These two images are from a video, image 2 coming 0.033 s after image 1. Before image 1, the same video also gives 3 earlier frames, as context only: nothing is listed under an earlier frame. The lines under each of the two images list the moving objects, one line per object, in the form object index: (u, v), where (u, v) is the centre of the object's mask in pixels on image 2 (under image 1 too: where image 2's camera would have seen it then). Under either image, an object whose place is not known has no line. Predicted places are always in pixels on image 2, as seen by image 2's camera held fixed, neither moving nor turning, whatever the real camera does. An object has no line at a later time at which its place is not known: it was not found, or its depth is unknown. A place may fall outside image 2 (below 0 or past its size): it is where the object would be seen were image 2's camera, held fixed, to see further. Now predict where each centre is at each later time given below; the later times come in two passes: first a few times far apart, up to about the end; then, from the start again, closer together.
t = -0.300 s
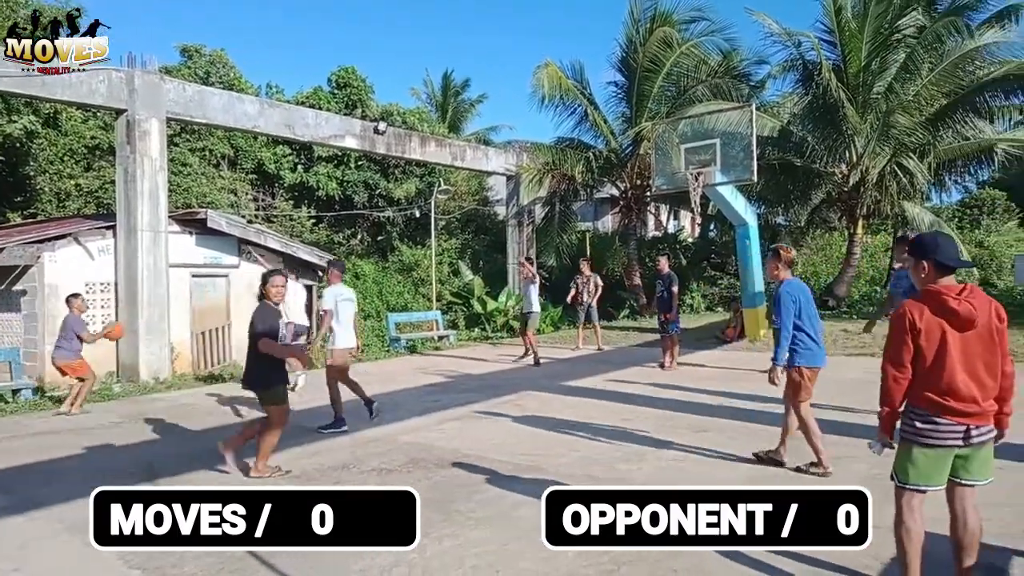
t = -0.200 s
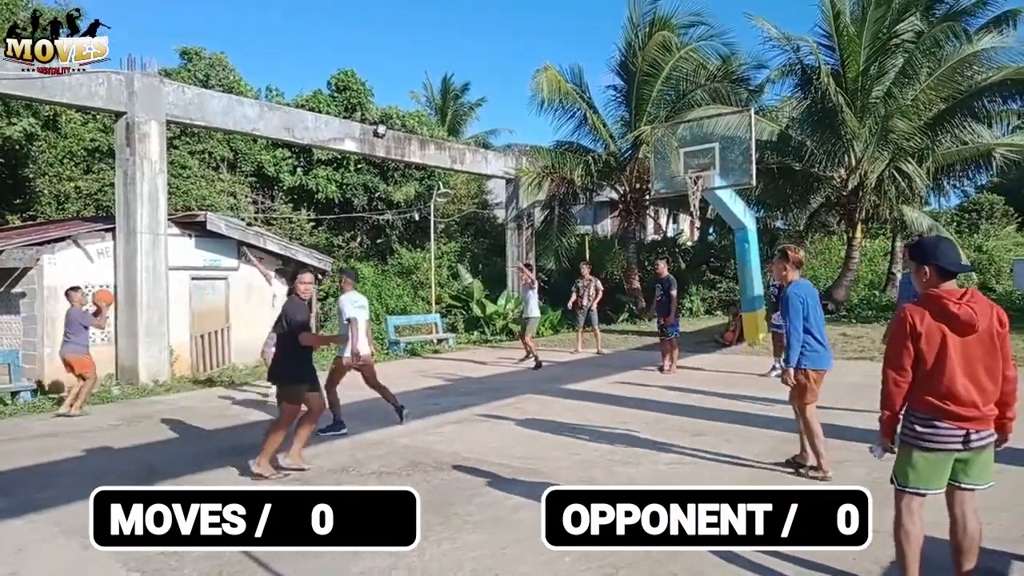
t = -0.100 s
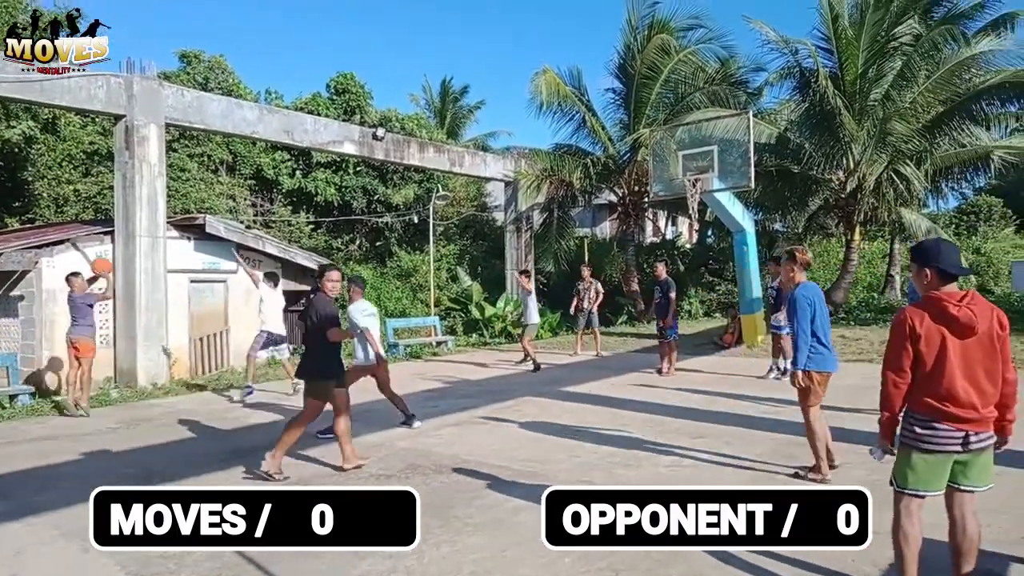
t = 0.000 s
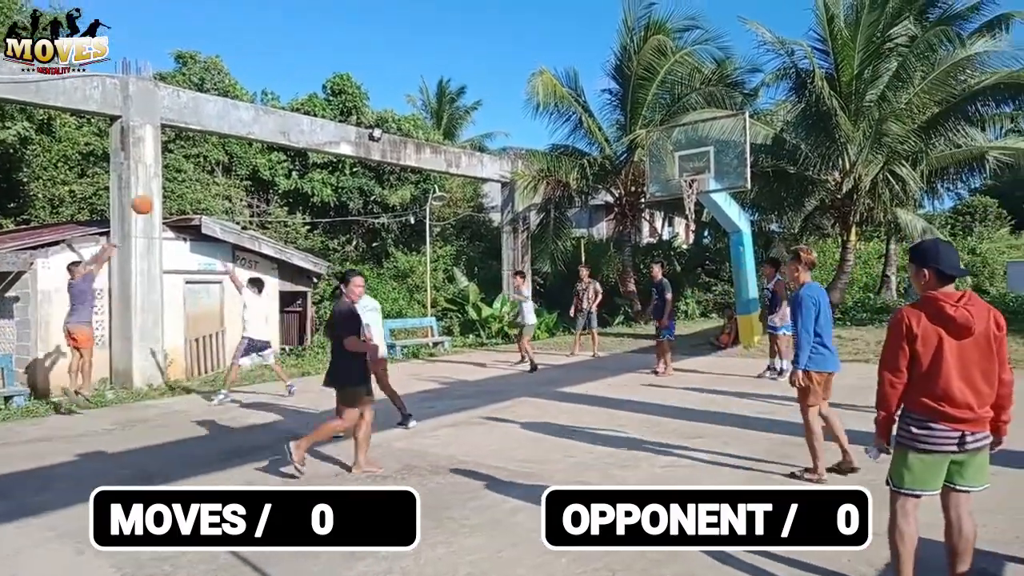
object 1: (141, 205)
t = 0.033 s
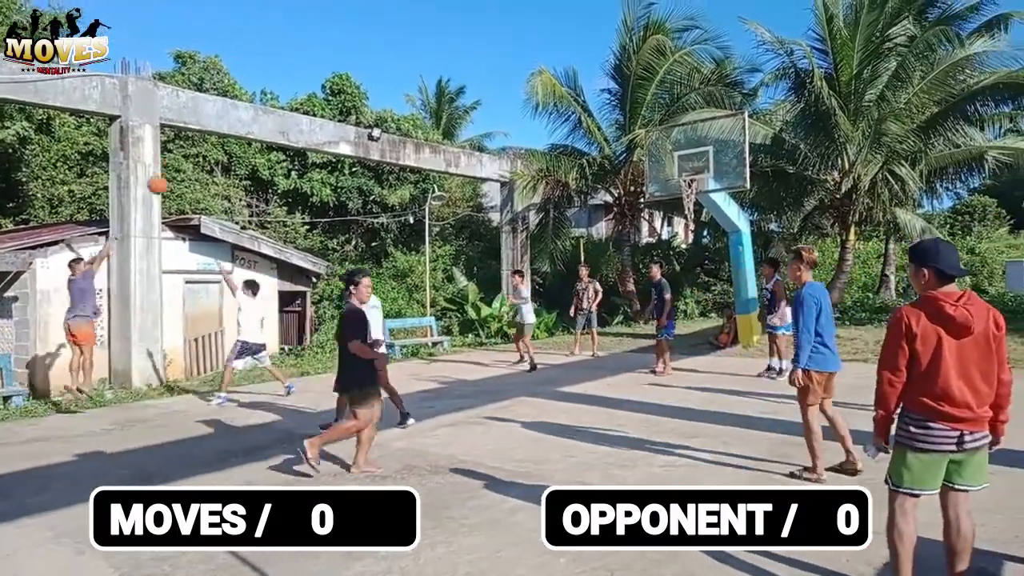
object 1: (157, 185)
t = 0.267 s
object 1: (267, 76)
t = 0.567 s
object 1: (394, 7)
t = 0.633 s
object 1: (420, 2)
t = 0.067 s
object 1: (174, 166)
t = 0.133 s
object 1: (206, 132)
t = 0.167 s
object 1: (222, 117)
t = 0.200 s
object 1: (237, 102)
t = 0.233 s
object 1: (252, 89)
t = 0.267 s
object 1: (267, 76)
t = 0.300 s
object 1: (281, 64)
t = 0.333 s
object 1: (296, 55)
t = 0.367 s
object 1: (311, 45)
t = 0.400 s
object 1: (325, 37)
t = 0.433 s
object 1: (339, 29)
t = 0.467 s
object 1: (353, 22)
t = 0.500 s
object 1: (367, 16)
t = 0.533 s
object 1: (380, 12)
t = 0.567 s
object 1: (394, 7)
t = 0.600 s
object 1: (407, 4)
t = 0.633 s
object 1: (420, 2)
